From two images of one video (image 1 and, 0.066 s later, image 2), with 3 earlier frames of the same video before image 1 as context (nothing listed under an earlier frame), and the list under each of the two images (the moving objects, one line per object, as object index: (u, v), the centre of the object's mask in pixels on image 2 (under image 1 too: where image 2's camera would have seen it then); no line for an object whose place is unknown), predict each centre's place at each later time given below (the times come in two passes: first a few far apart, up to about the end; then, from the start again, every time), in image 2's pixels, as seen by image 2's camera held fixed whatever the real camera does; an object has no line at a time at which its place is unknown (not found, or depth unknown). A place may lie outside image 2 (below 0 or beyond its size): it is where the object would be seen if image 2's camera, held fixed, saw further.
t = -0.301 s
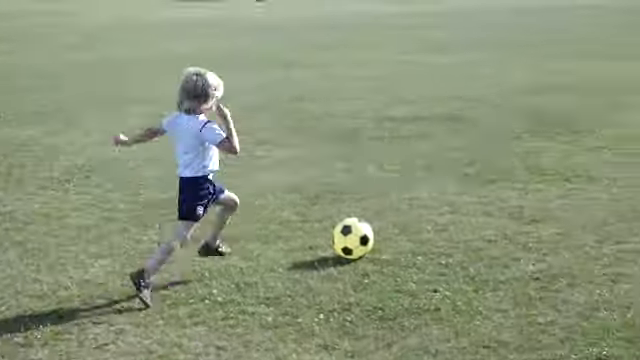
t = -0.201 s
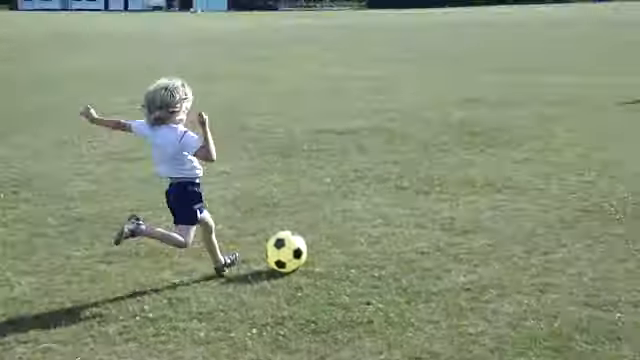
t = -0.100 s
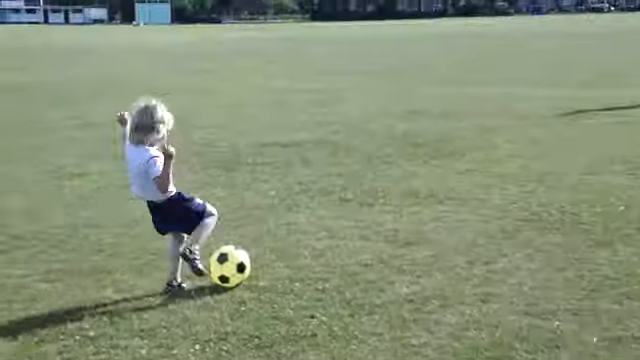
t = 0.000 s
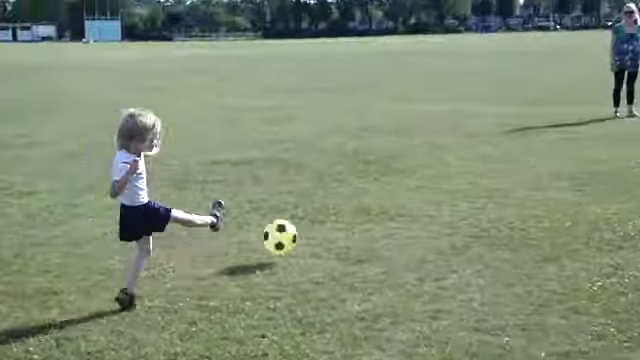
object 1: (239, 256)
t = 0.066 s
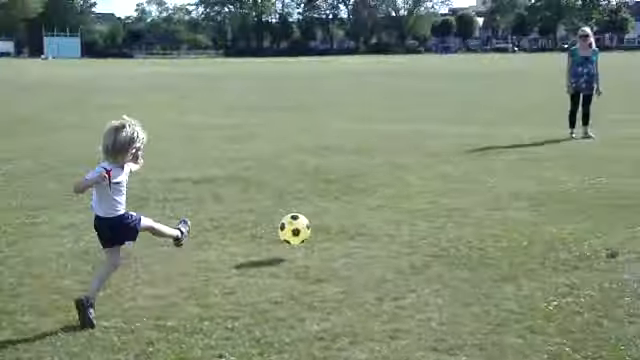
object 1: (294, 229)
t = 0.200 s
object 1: (371, 195)
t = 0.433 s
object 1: (462, 175)
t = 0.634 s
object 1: (500, 158)
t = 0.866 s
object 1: (536, 146)
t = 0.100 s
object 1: (316, 218)
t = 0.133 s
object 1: (337, 208)
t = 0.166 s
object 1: (355, 201)
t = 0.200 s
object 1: (371, 195)
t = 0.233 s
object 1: (388, 189)
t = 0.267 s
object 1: (403, 186)
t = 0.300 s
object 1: (417, 183)
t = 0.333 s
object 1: (431, 181)
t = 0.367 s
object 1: (442, 181)
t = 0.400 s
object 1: (453, 181)
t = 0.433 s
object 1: (462, 175)
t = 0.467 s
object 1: (469, 169)
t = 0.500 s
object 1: (476, 165)
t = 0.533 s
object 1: (483, 161)
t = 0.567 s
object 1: (489, 159)
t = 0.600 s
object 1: (495, 158)
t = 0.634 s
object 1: (500, 158)
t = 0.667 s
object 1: (508, 160)
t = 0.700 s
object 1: (512, 158)
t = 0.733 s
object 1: (517, 154)
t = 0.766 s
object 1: (522, 150)
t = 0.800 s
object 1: (527, 147)
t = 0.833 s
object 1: (532, 146)
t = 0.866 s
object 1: (536, 146)
